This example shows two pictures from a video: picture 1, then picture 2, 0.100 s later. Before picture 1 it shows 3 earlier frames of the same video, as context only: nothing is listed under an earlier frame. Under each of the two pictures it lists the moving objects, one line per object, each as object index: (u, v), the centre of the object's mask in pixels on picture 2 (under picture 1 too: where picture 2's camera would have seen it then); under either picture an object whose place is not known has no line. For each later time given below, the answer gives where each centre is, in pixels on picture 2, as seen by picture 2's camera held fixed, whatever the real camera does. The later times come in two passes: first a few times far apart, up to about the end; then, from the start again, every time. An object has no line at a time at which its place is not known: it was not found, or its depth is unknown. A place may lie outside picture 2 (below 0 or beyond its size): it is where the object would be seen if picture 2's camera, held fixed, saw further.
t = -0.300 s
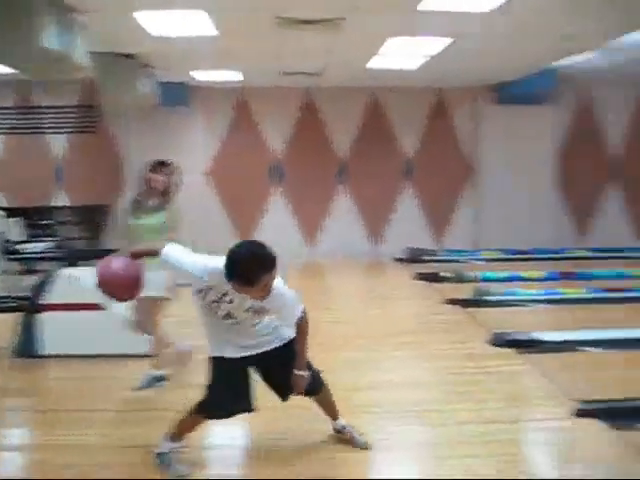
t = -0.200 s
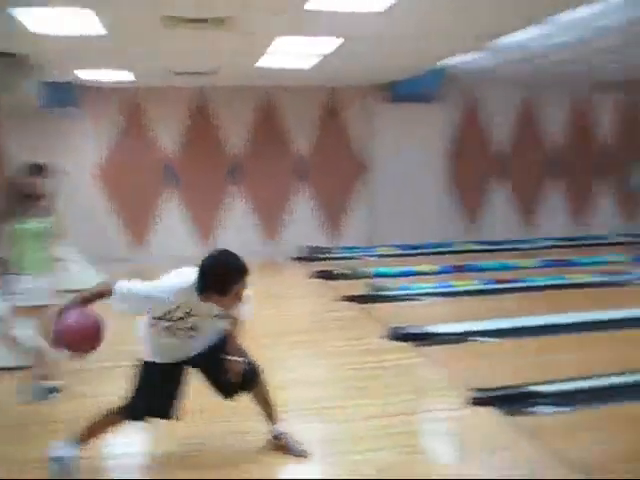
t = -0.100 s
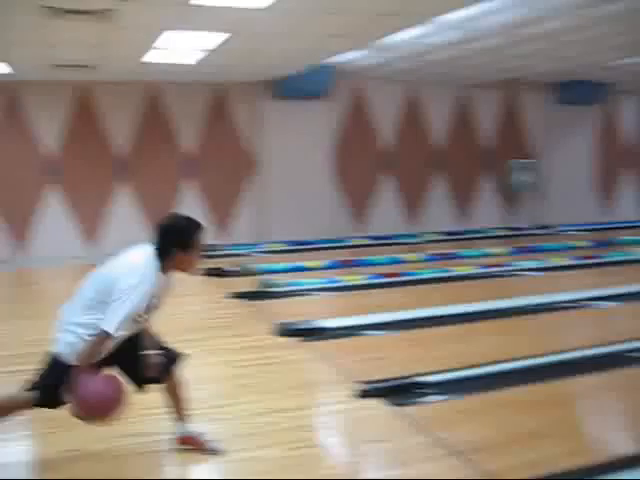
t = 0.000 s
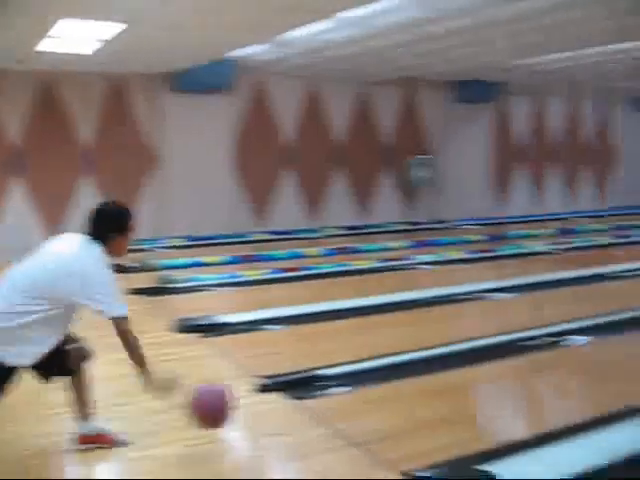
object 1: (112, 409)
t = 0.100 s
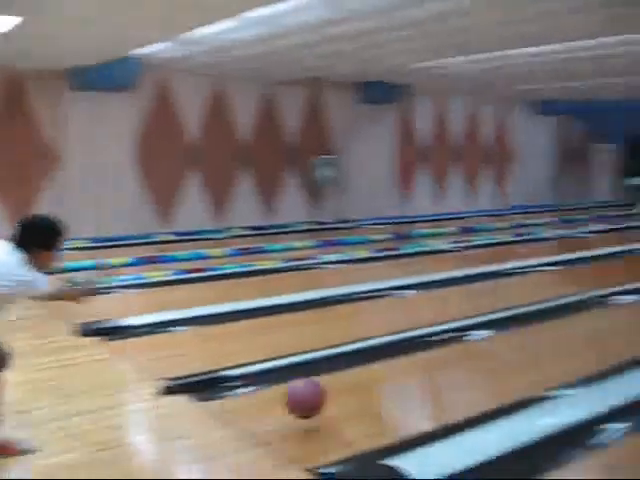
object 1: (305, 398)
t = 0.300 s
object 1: (543, 353)
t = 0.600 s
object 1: (741, 303)
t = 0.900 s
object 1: (852, 273)
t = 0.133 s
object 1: (356, 399)
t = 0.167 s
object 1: (399, 388)
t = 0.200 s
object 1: (441, 378)
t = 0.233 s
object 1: (476, 370)
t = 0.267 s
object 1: (511, 361)
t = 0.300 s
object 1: (543, 353)
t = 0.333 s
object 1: (573, 346)
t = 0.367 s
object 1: (599, 339)
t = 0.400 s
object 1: (623, 332)
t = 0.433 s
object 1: (646, 326)
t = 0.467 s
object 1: (668, 321)
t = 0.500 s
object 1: (688, 316)
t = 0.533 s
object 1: (706, 311)
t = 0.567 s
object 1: (724, 306)
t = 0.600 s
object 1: (741, 303)
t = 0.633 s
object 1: (755, 299)
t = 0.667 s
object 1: (769, 295)
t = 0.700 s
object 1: (782, 292)
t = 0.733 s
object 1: (795, 287)
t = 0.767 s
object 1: (809, 284)
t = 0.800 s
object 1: (820, 281)
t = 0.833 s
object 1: (830, 279)
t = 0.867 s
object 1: (841, 276)
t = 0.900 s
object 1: (852, 273)
